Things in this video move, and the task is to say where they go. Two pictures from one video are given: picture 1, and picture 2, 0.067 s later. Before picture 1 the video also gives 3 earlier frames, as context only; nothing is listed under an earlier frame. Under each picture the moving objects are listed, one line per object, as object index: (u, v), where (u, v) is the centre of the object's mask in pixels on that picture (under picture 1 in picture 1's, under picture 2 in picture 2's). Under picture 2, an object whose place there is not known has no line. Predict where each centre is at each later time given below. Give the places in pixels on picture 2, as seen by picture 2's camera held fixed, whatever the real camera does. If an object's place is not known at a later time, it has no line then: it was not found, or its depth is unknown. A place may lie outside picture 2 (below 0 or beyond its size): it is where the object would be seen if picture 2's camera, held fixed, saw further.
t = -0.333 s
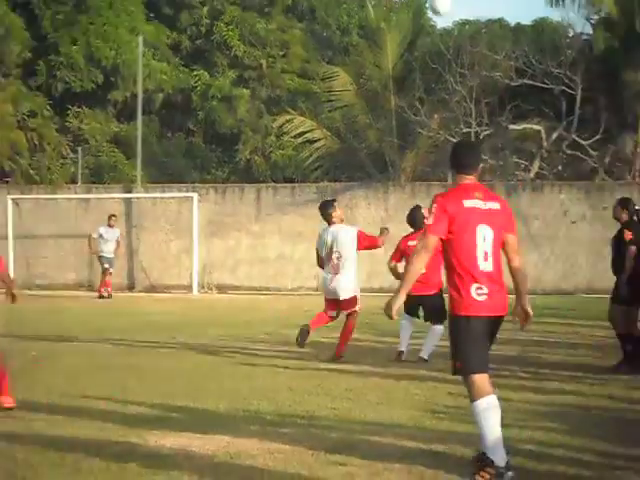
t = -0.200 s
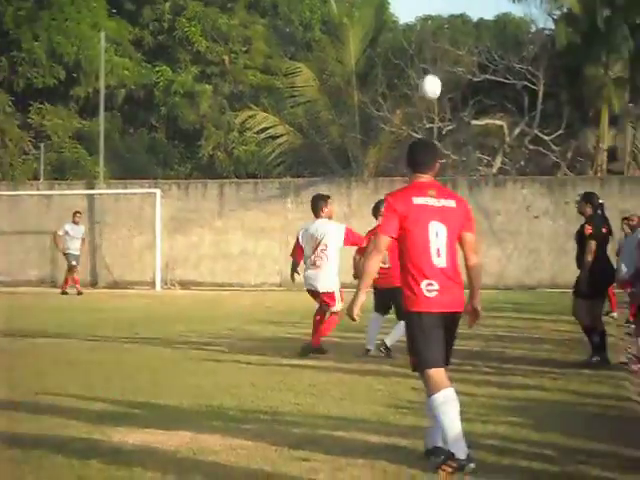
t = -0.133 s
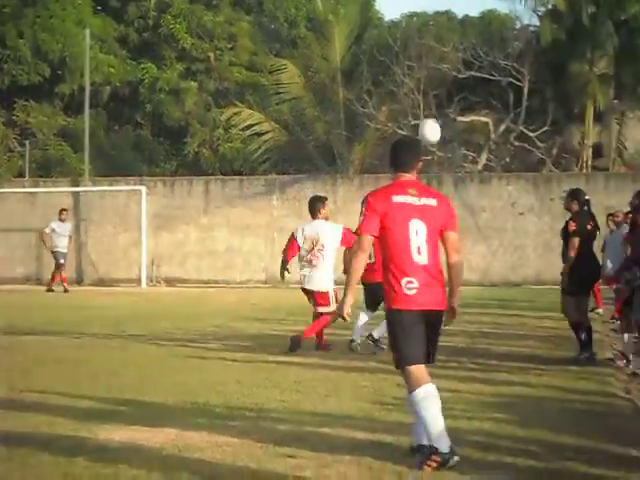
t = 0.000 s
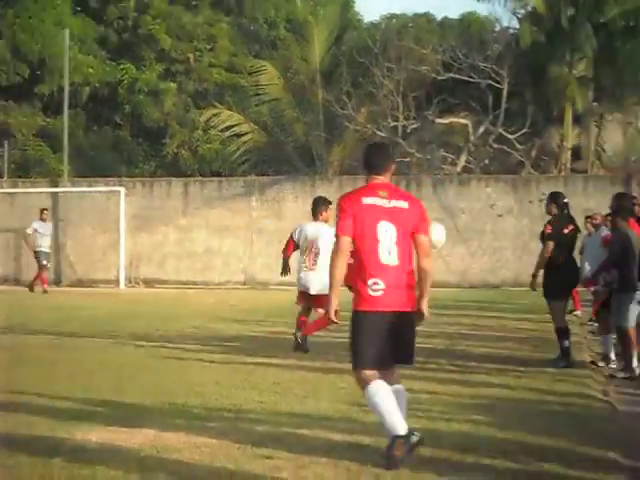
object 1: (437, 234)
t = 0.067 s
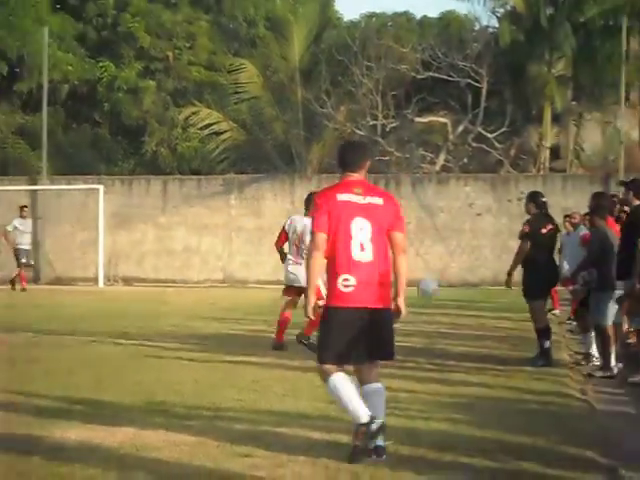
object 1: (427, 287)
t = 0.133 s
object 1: (441, 342)
